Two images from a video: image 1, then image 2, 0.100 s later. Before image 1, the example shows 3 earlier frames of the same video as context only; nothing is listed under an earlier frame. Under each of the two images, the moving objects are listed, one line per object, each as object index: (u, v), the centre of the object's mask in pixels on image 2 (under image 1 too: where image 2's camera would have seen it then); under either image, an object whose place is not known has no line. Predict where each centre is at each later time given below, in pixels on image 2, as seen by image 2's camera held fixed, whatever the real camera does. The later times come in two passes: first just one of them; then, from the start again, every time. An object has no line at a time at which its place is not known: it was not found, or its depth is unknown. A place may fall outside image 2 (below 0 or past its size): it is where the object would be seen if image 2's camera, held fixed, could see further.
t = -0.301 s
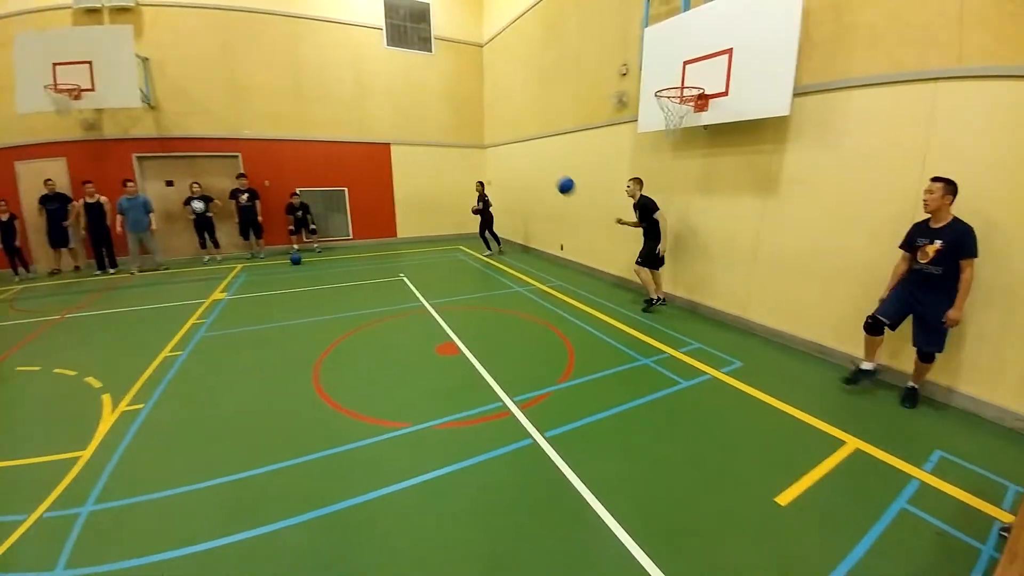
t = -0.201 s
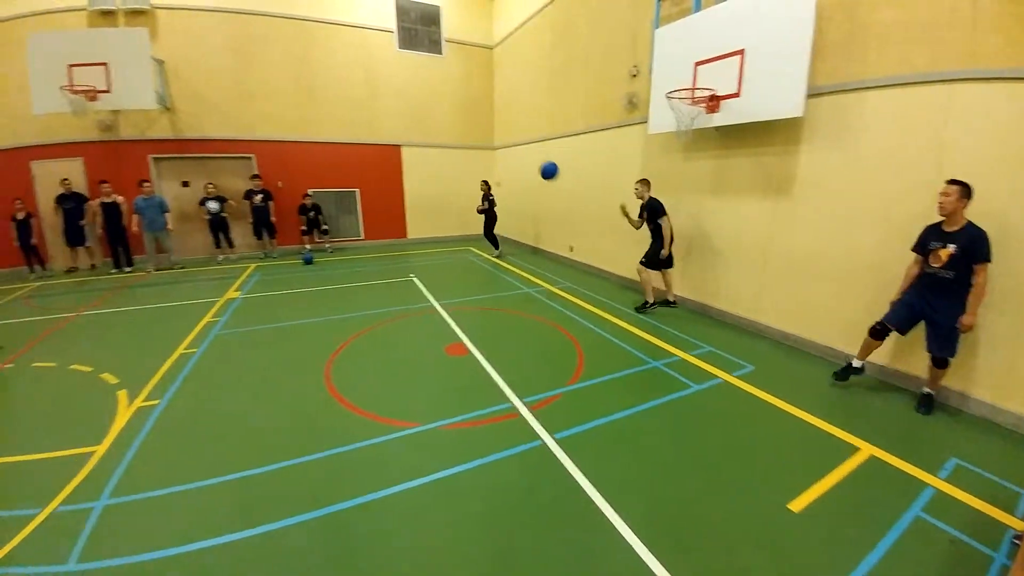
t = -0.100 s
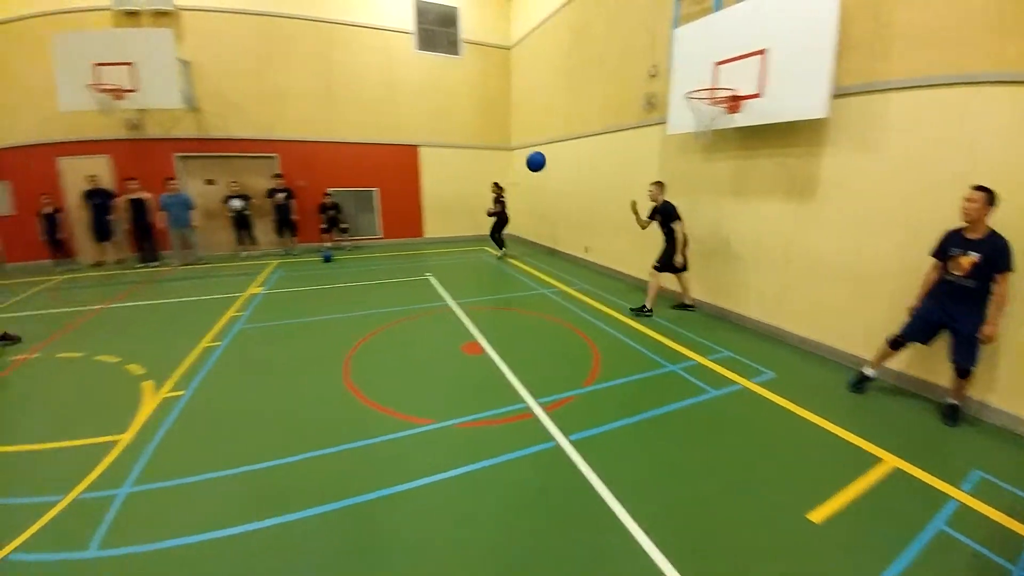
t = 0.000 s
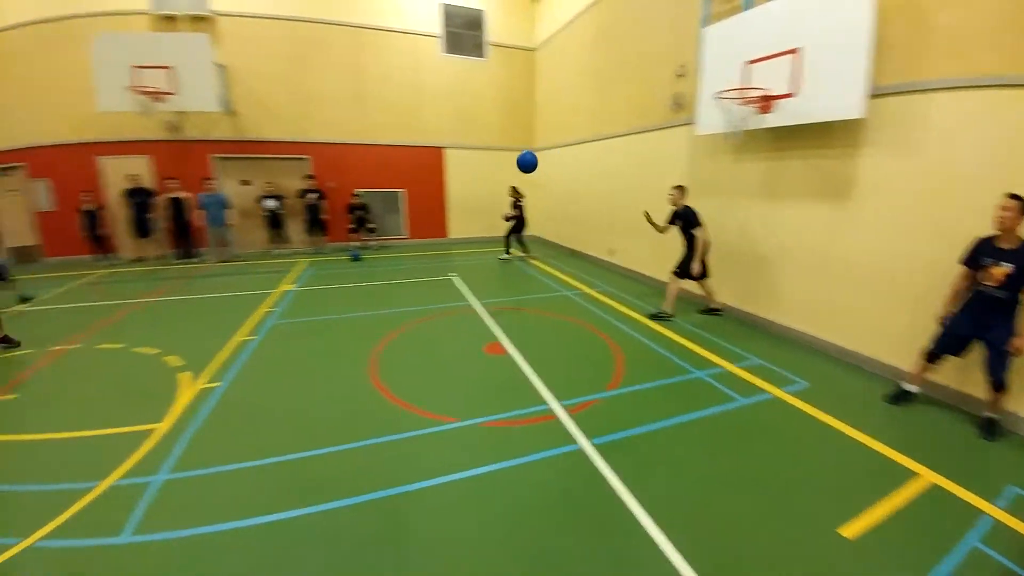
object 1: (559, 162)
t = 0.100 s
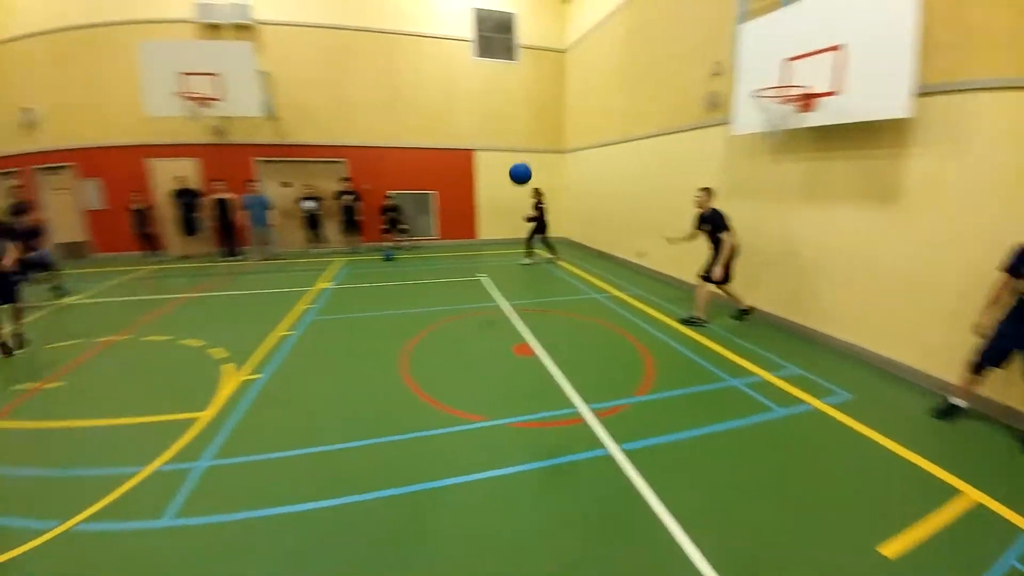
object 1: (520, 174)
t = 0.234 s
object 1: (464, 207)
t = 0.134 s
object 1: (507, 180)
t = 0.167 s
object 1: (493, 188)
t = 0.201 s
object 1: (479, 197)
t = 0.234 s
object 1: (464, 207)
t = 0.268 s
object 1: (449, 220)
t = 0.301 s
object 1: (435, 233)
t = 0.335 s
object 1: (421, 249)
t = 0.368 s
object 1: (407, 266)
